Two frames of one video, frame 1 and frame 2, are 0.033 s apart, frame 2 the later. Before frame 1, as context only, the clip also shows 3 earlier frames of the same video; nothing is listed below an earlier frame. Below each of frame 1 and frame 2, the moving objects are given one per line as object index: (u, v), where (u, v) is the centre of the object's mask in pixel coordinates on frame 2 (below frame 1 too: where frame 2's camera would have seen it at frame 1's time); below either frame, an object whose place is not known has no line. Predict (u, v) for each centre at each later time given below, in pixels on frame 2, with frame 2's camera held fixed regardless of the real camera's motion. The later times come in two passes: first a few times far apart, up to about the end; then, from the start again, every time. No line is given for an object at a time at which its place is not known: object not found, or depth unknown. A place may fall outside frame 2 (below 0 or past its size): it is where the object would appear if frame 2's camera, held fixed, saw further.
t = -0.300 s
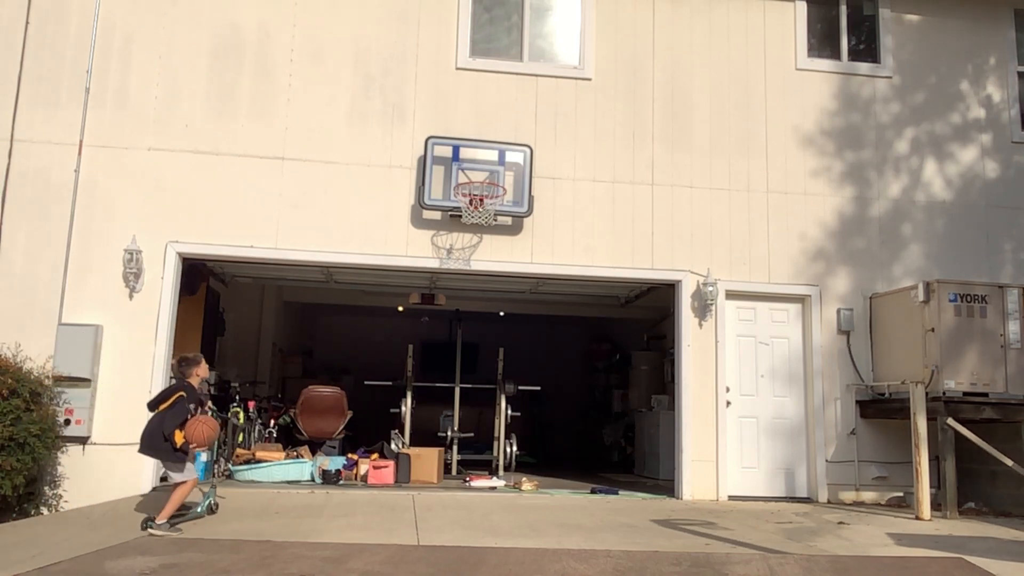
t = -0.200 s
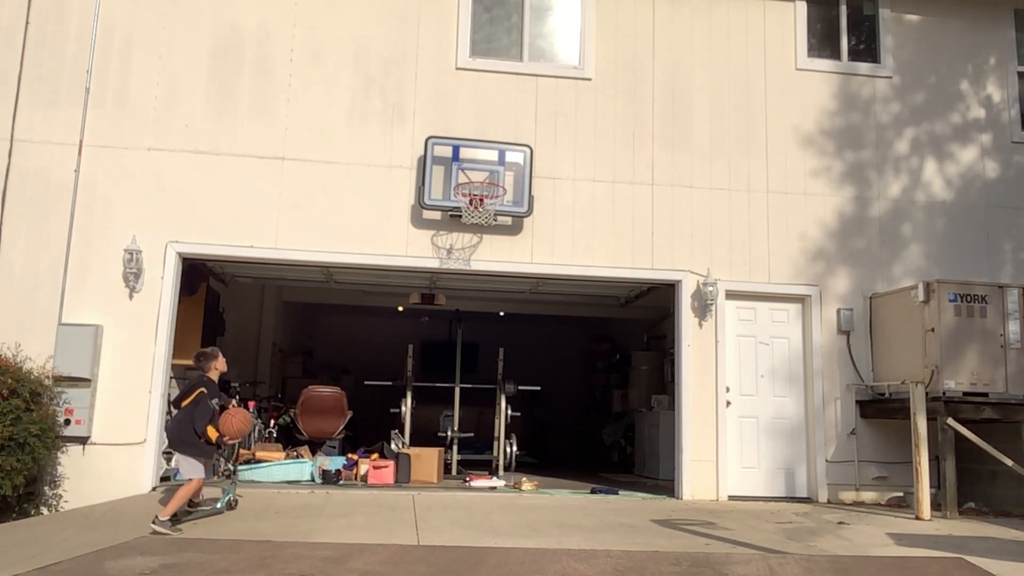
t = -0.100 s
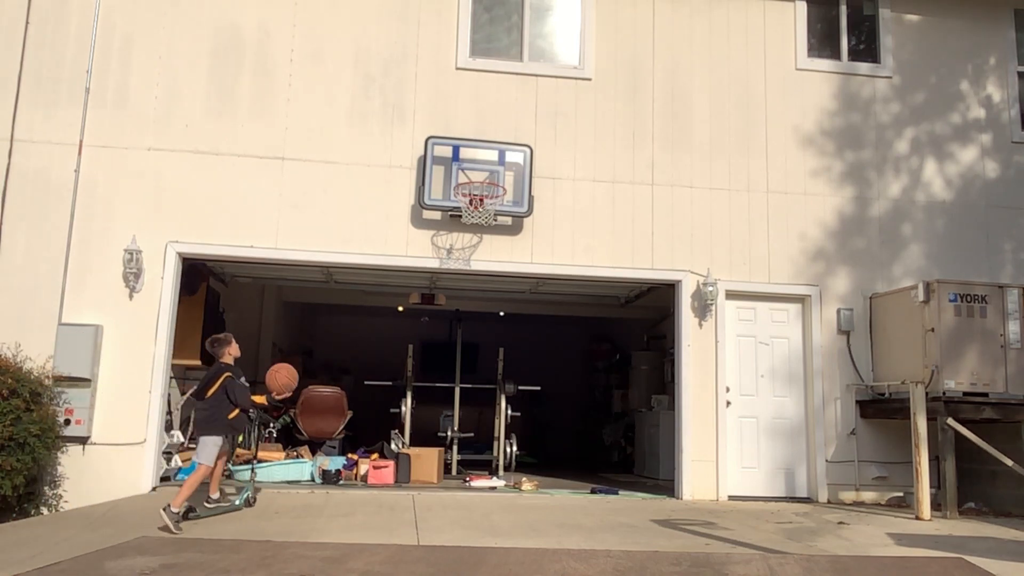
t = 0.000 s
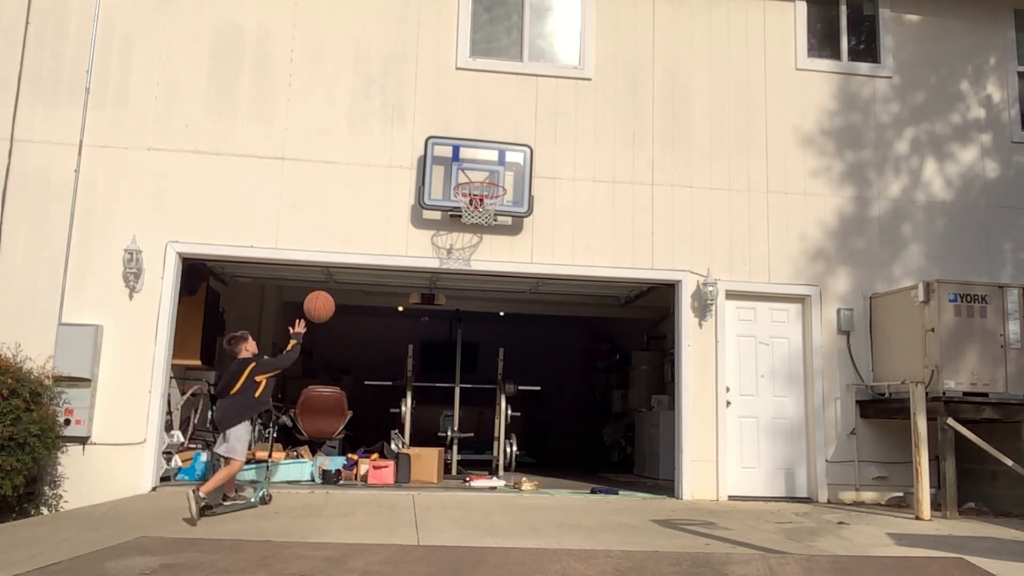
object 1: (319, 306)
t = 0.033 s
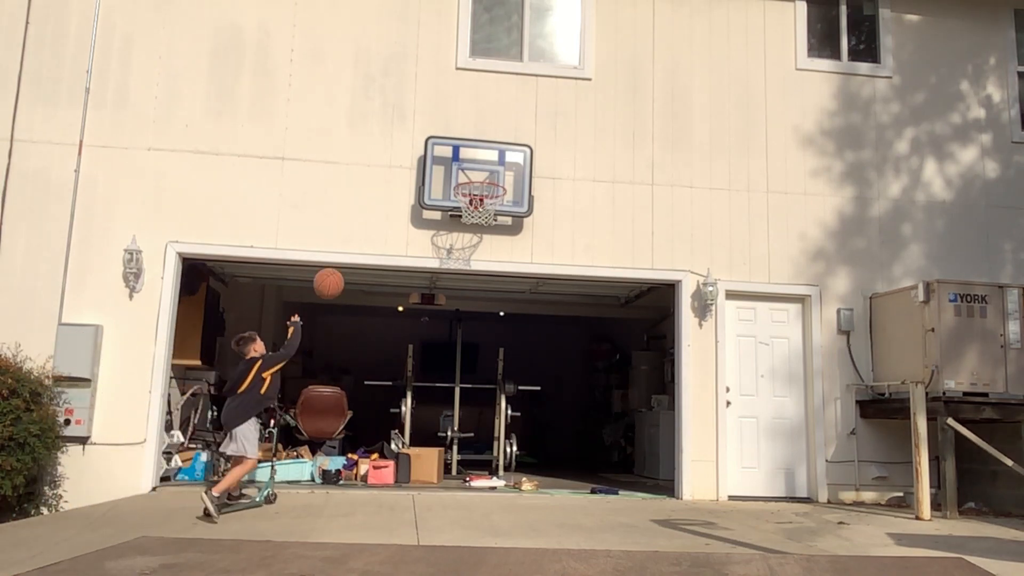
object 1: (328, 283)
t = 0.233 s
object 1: (379, 184)
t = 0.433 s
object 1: (421, 143)
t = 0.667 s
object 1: (462, 151)
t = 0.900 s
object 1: (498, 174)
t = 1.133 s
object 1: (537, 171)
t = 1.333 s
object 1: (567, 210)
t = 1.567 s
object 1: (600, 305)
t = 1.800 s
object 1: (633, 457)
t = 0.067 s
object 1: (338, 262)
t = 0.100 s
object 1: (346, 243)
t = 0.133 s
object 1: (355, 226)
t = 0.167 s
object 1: (363, 210)
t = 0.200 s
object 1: (371, 196)
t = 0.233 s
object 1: (379, 184)
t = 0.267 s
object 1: (386, 174)
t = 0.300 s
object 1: (394, 165)
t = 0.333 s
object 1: (401, 158)
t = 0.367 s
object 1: (408, 152)
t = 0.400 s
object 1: (414, 147)
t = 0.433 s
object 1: (421, 143)
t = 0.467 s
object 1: (427, 141)
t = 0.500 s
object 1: (433, 140)
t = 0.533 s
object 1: (439, 140)
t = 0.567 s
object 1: (445, 141)
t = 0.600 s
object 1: (451, 143)
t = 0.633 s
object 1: (456, 146)
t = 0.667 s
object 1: (462, 151)
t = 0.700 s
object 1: (467, 157)
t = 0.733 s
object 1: (472, 163)
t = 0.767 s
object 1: (477, 170)
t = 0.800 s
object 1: (482, 176)
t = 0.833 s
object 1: (487, 186)
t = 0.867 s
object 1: (493, 177)
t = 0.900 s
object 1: (498, 174)
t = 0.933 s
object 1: (504, 171)
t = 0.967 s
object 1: (509, 168)
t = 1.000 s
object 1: (515, 167)
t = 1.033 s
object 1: (520, 166)
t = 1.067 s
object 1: (526, 167)
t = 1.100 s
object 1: (531, 168)
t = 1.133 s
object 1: (537, 171)
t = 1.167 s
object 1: (541, 175)
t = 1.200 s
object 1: (547, 180)
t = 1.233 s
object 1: (552, 186)
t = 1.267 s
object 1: (557, 193)
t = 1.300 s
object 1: (562, 201)
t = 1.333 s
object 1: (567, 210)
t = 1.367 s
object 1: (572, 220)
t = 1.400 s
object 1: (576, 231)
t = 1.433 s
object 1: (581, 244)
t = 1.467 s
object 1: (586, 258)
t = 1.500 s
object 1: (591, 272)
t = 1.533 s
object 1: (596, 288)
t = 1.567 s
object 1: (600, 305)
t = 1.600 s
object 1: (605, 323)
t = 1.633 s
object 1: (610, 343)
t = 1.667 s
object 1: (614, 363)
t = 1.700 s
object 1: (619, 385)
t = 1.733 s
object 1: (623, 408)
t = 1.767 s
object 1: (628, 432)
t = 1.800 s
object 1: (633, 457)
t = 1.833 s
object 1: (637, 484)
